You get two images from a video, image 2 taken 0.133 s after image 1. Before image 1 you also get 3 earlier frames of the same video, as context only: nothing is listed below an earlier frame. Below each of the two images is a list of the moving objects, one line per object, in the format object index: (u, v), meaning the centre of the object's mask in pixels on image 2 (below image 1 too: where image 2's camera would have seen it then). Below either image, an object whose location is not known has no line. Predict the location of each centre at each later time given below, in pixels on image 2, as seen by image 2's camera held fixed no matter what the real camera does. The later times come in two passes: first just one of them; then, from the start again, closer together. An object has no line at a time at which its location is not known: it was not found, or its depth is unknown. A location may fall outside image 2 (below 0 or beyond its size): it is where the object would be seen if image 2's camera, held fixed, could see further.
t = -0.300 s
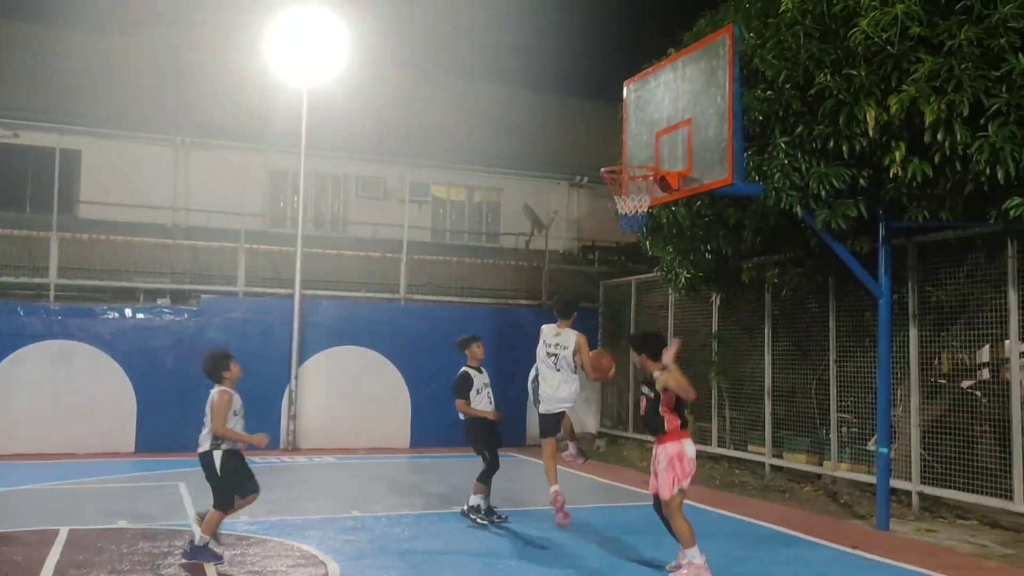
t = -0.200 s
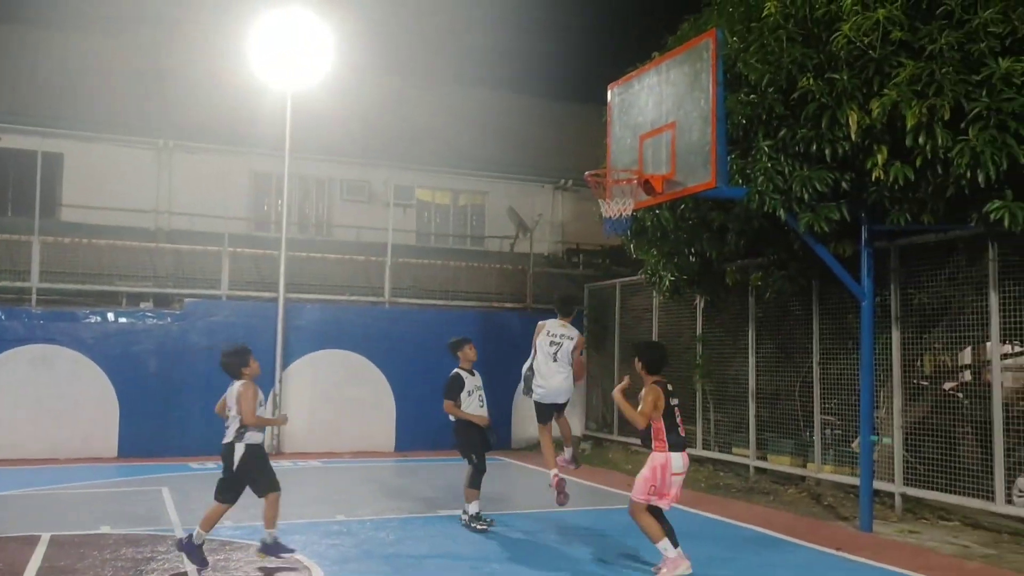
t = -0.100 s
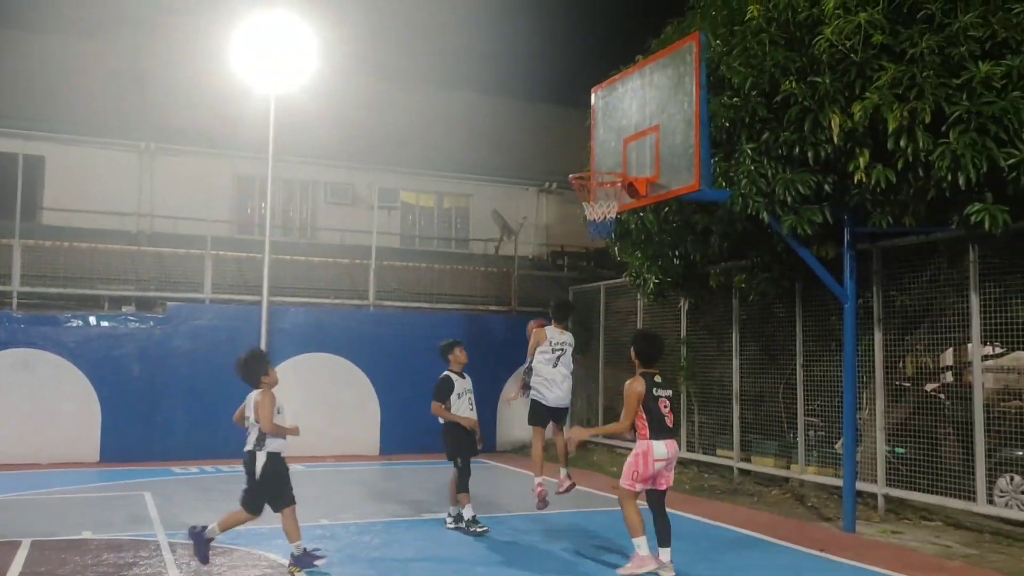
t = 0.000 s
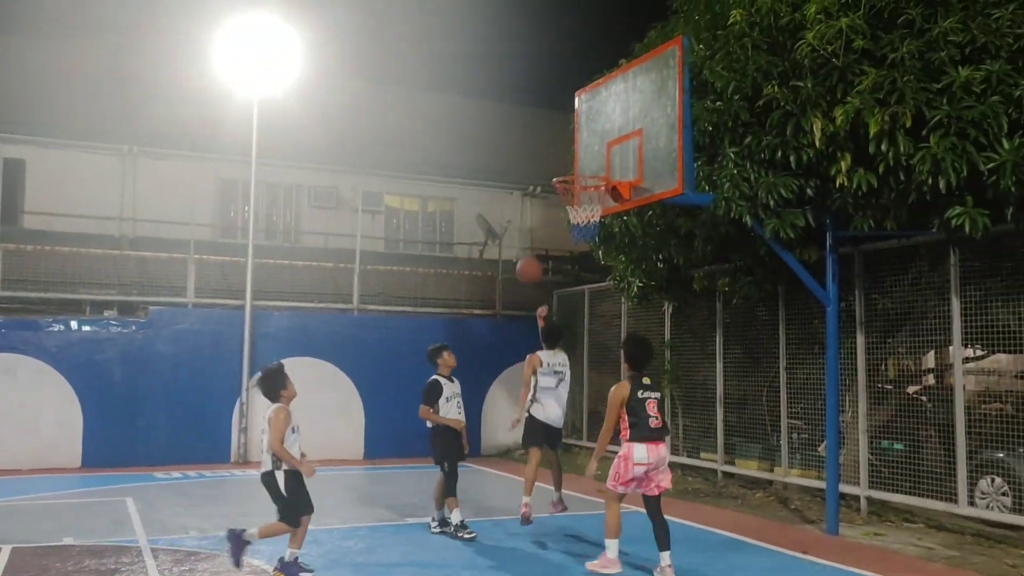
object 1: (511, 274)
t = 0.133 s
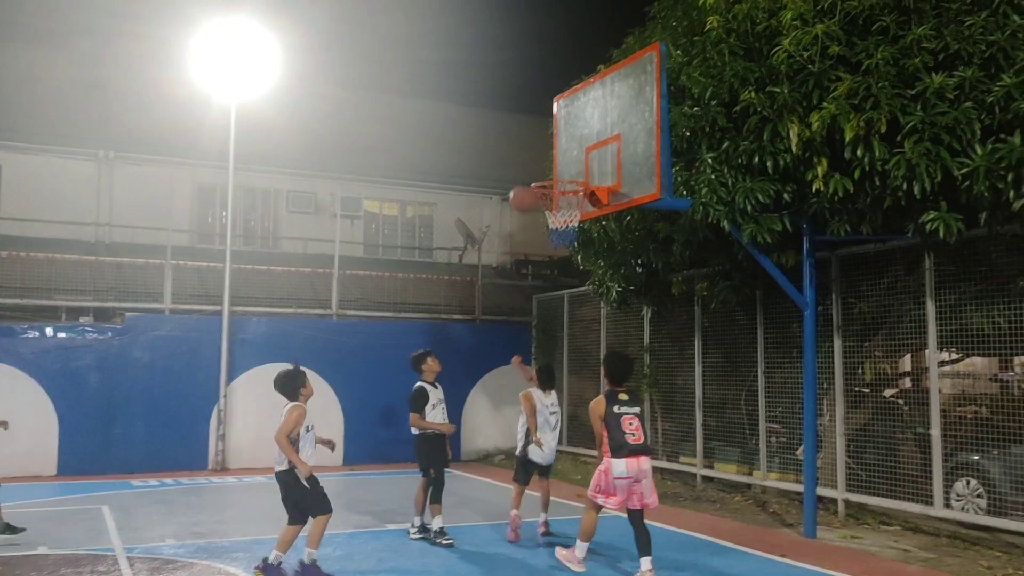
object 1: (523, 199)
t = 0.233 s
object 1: (533, 155)
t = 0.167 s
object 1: (525, 183)
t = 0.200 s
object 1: (530, 168)
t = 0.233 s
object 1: (533, 155)
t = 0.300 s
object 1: (539, 132)
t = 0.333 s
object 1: (543, 123)
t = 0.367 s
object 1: (546, 115)
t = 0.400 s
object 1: (545, 109)
